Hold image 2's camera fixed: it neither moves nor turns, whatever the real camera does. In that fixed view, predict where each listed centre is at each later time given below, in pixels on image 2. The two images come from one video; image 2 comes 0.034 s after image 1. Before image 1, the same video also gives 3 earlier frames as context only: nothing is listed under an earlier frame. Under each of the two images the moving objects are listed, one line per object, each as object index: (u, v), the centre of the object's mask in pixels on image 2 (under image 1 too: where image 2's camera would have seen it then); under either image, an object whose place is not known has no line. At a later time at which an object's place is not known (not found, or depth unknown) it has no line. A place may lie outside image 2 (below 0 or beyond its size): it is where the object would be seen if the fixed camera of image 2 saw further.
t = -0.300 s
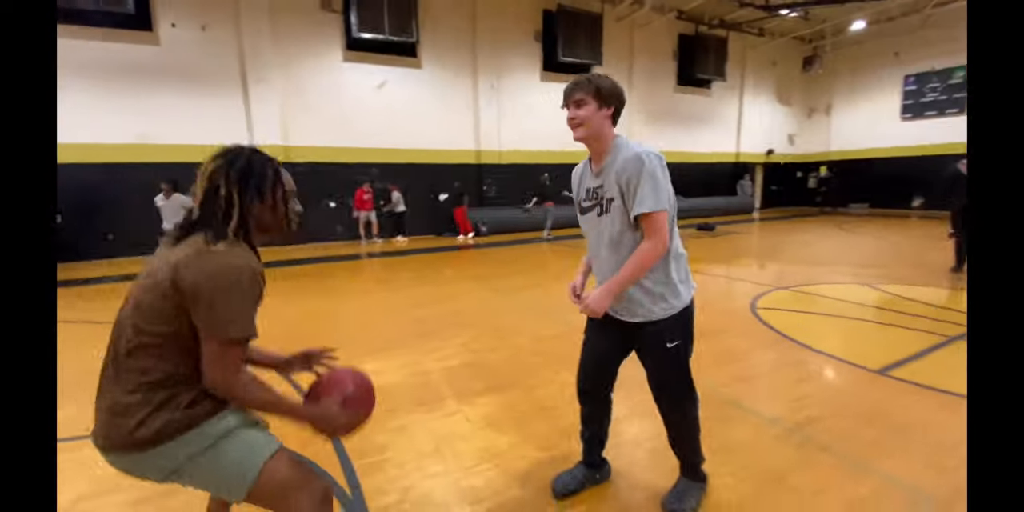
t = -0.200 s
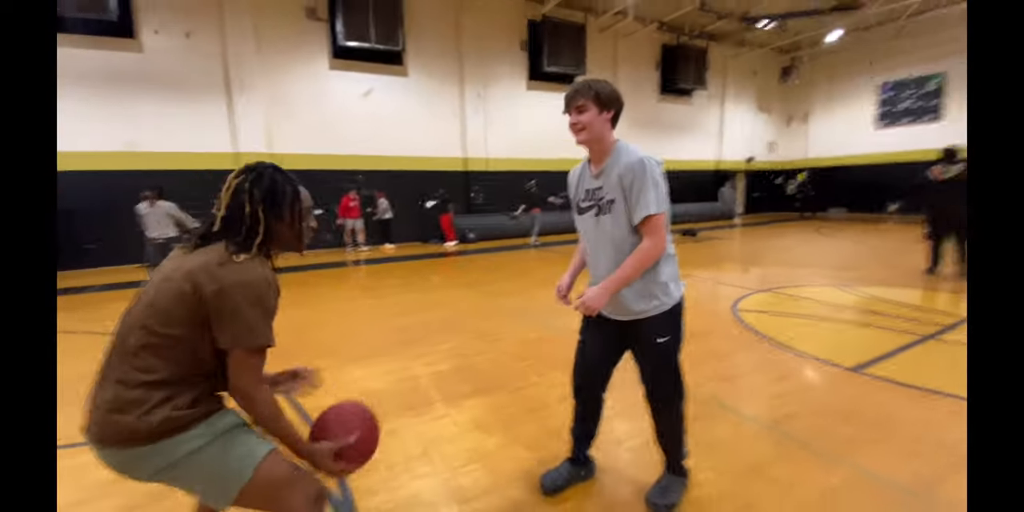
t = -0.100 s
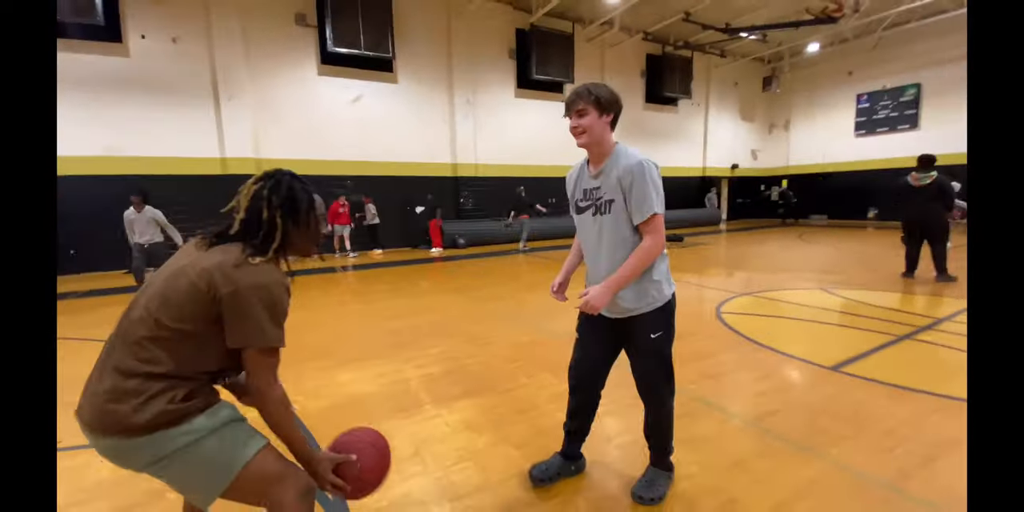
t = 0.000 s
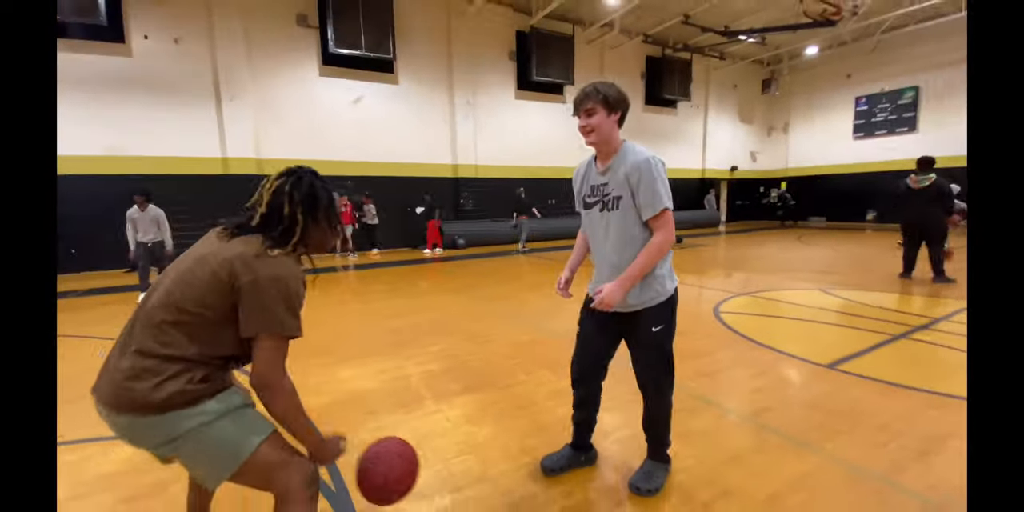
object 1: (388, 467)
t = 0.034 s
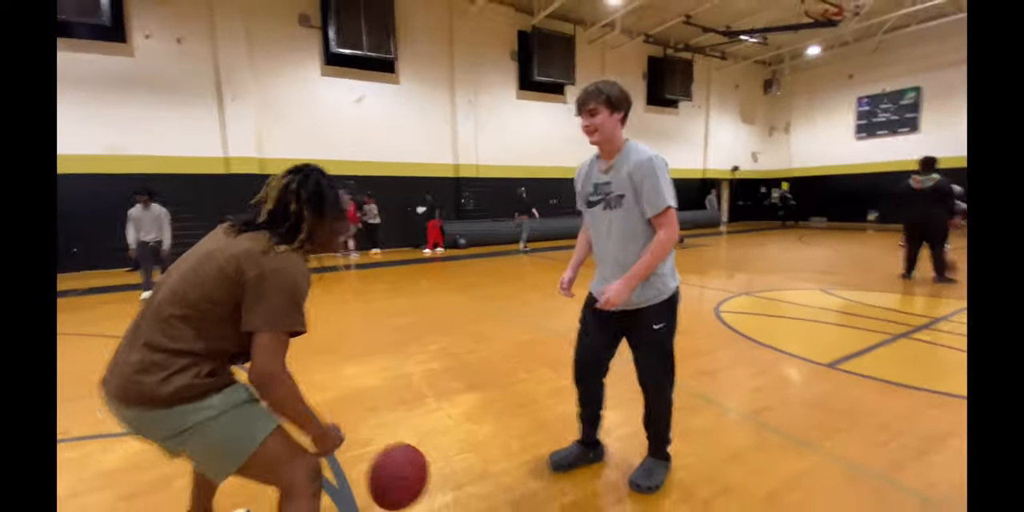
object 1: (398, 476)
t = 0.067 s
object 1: (410, 485)
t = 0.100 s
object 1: (420, 495)
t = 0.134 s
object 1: (430, 488)
